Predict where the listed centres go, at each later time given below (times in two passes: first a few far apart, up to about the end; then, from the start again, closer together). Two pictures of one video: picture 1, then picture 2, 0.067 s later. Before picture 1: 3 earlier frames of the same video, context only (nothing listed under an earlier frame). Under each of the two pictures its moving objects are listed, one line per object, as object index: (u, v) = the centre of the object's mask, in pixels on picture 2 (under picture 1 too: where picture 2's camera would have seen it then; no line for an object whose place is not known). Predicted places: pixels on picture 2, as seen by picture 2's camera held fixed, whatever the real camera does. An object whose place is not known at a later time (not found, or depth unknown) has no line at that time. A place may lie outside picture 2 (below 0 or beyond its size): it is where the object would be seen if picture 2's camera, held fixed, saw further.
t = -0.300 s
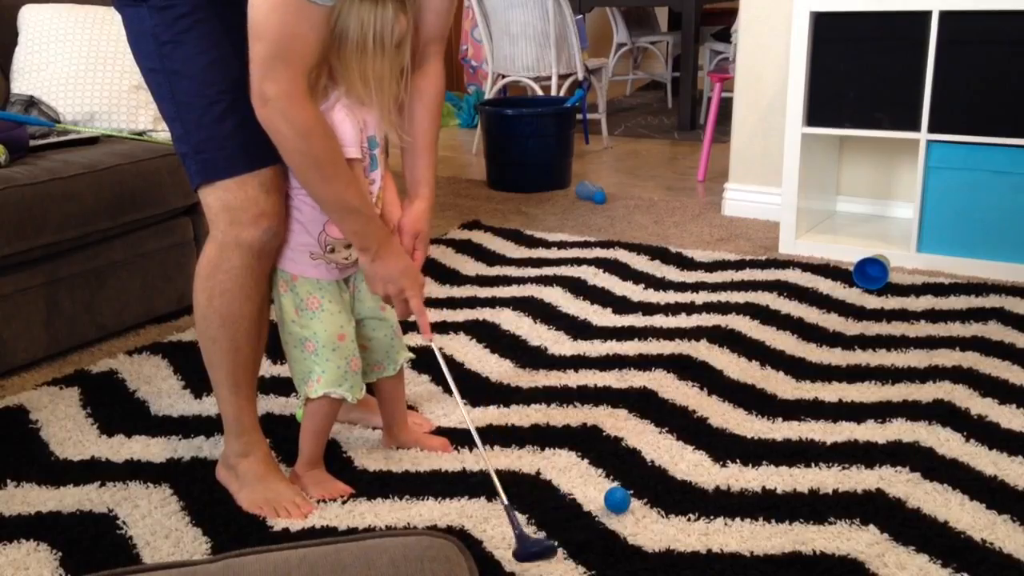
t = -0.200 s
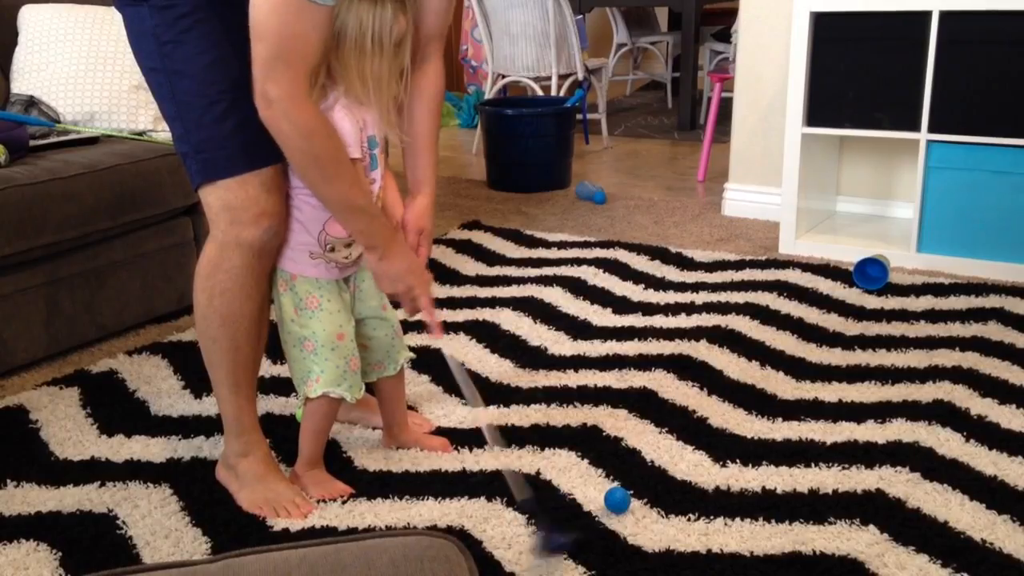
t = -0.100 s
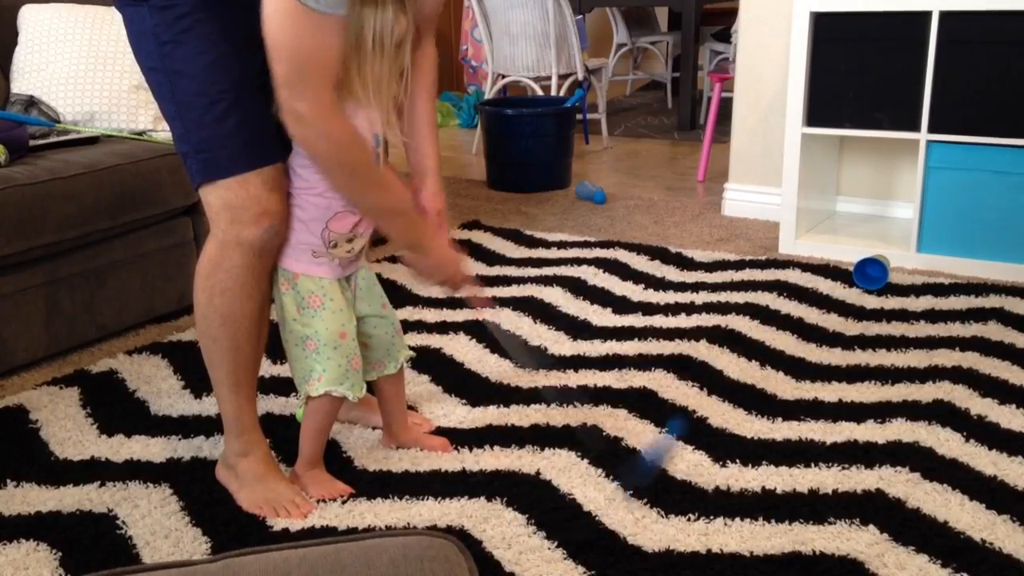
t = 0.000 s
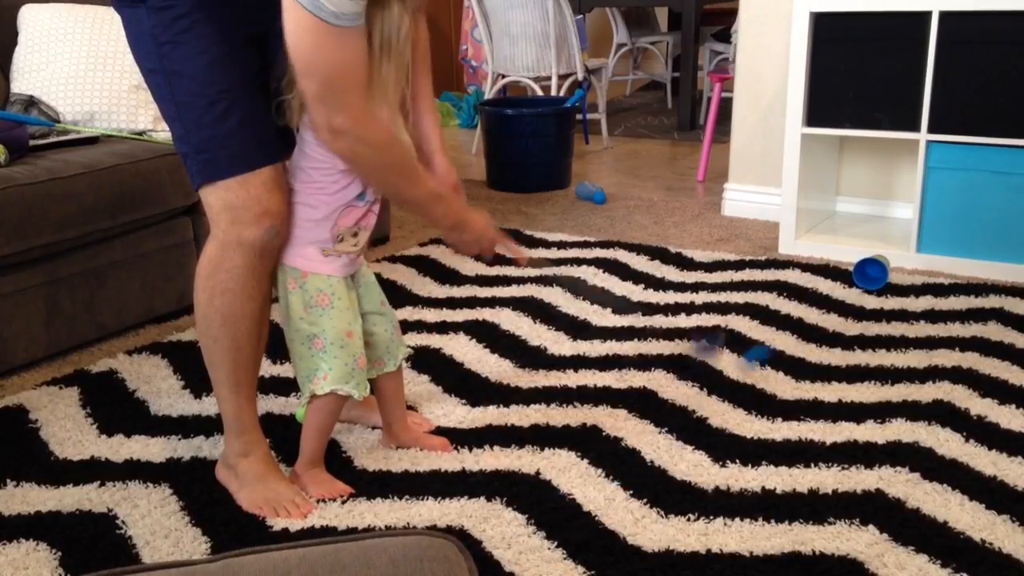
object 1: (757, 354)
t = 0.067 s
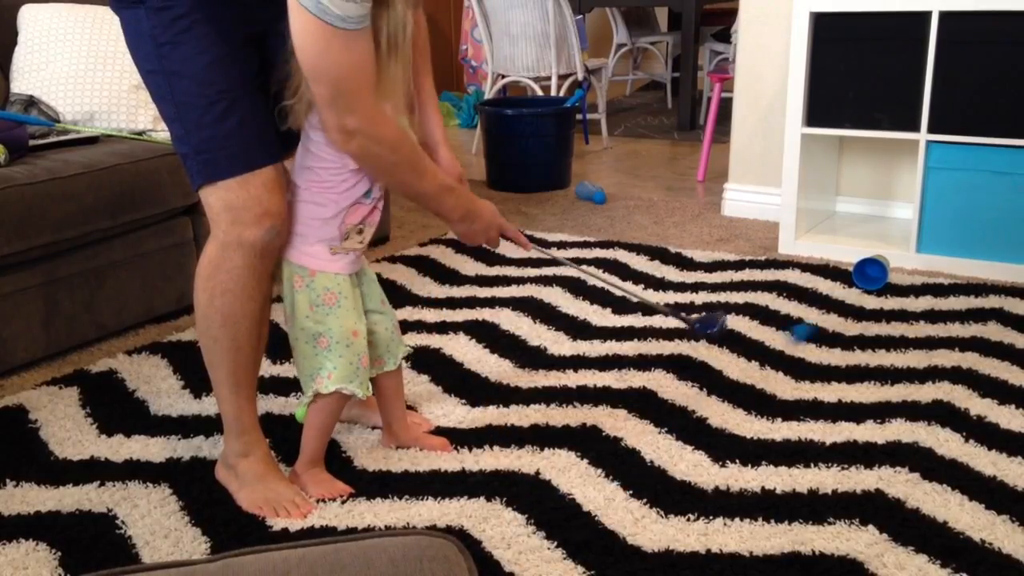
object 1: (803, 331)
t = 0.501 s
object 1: (831, 273)
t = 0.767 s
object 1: (821, 272)
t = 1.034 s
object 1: (826, 273)
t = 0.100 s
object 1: (817, 317)
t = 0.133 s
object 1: (829, 299)
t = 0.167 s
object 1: (842, 280)
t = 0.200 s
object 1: (849, 273)
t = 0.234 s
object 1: (857, 267)
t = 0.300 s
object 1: (852, 270)
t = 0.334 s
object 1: (842, 276)
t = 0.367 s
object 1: (838, 276)
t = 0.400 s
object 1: (836, 274)
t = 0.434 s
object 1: (835, 273)
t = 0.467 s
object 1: (834, 274)
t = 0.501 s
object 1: (831, 273)
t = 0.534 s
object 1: (830, 272)
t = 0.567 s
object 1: (828, 272)
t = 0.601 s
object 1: (825, 272)
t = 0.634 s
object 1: (823, 272)
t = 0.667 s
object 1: (822, 272)
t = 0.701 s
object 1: (822, 271)
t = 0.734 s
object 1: (821, 271)
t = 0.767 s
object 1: (821, 272)
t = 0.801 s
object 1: (821, 271)
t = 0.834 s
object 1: (822, 272)
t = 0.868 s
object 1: (823, 272)
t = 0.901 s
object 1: (824, 272)
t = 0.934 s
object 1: (826, 272)
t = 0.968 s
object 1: (826, 272)
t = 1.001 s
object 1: (826, 272)
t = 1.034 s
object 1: (826, 273)
